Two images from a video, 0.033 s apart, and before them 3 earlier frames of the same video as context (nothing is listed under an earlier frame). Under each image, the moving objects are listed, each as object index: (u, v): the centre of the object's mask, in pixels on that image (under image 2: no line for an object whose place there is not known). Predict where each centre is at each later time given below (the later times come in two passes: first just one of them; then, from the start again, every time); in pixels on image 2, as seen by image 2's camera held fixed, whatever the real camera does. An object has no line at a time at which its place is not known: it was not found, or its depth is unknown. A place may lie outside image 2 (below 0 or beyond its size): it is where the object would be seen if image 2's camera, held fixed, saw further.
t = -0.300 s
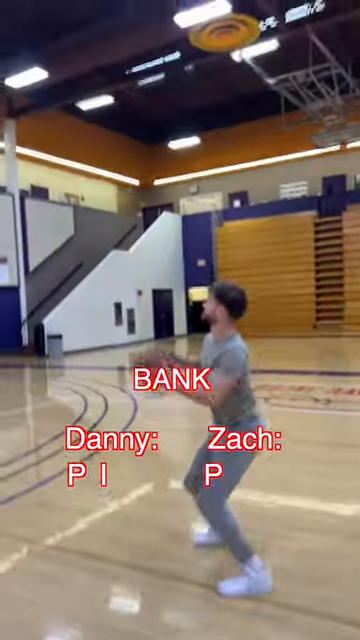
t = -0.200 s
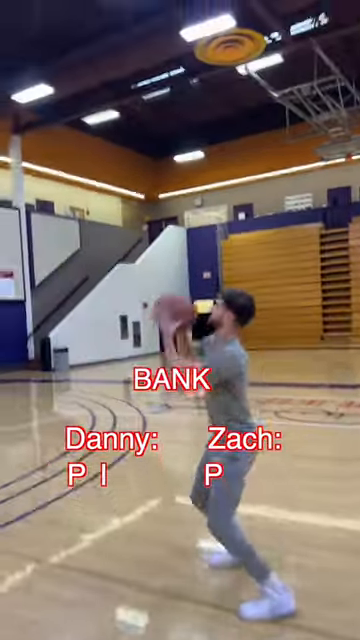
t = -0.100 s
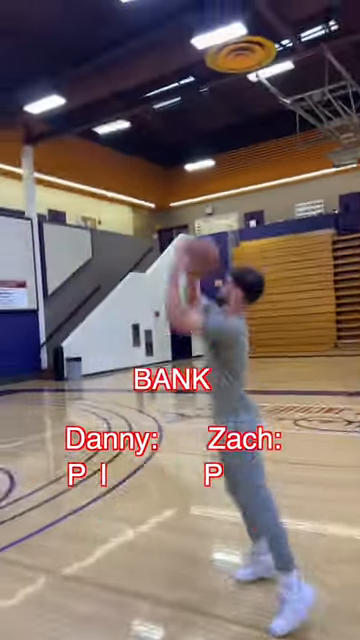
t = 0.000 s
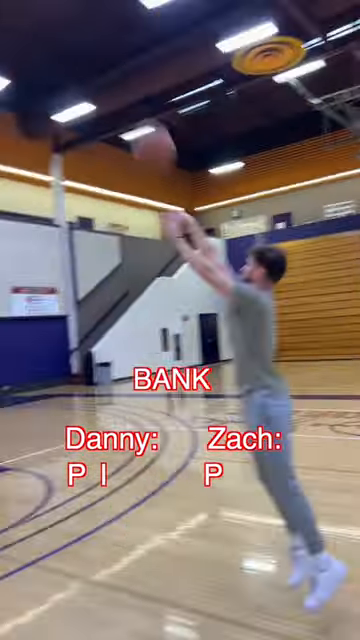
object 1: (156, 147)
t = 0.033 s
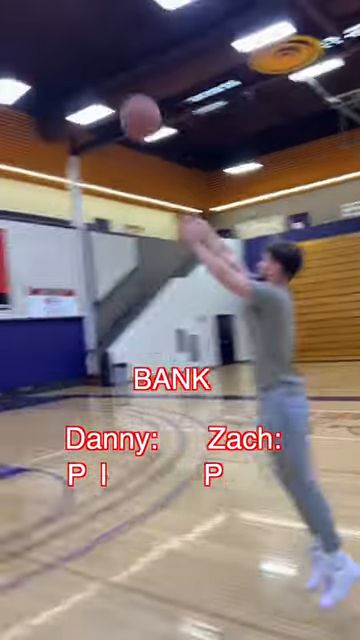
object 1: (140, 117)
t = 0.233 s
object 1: (11, 10)
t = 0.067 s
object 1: (117, 91)
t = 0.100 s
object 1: (91, 70)
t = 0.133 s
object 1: (71, 52)
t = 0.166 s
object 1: (50, 36)
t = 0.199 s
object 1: (30, 22)
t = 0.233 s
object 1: (11, 10)
